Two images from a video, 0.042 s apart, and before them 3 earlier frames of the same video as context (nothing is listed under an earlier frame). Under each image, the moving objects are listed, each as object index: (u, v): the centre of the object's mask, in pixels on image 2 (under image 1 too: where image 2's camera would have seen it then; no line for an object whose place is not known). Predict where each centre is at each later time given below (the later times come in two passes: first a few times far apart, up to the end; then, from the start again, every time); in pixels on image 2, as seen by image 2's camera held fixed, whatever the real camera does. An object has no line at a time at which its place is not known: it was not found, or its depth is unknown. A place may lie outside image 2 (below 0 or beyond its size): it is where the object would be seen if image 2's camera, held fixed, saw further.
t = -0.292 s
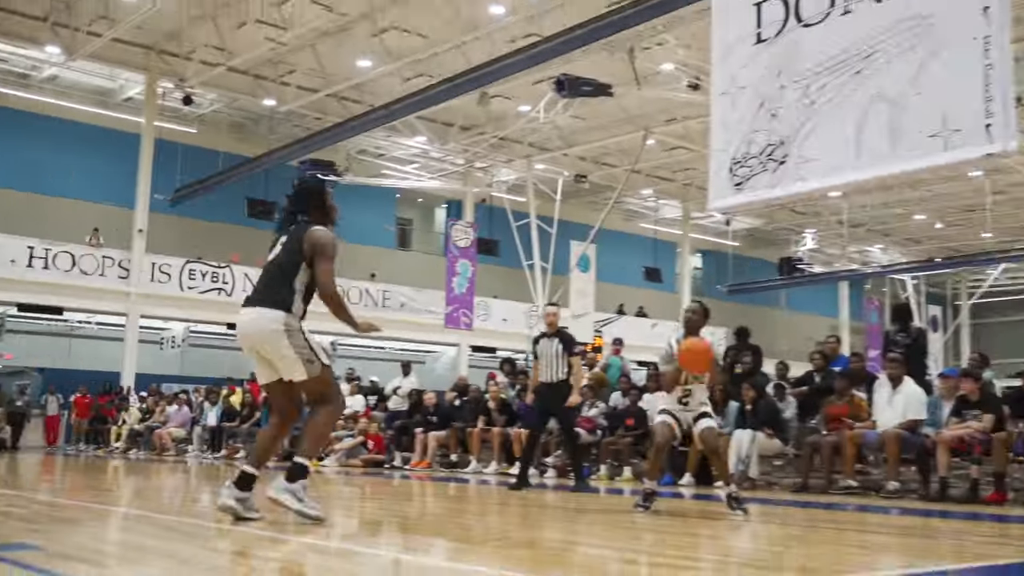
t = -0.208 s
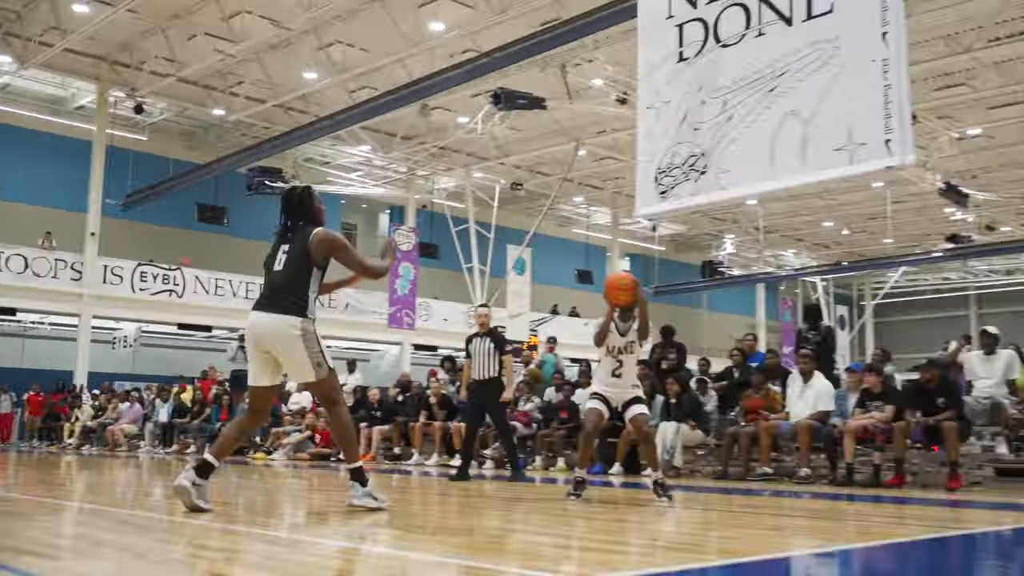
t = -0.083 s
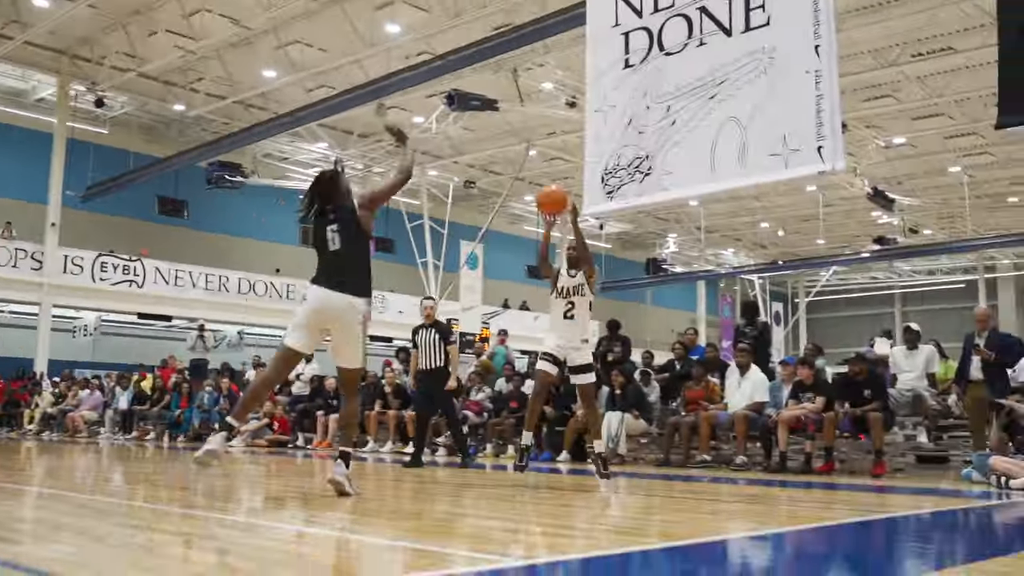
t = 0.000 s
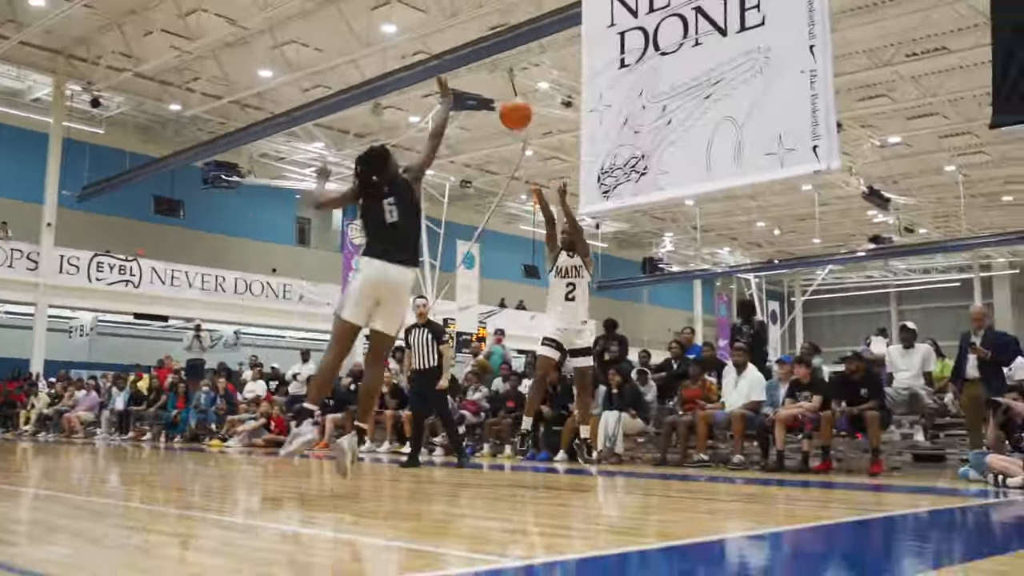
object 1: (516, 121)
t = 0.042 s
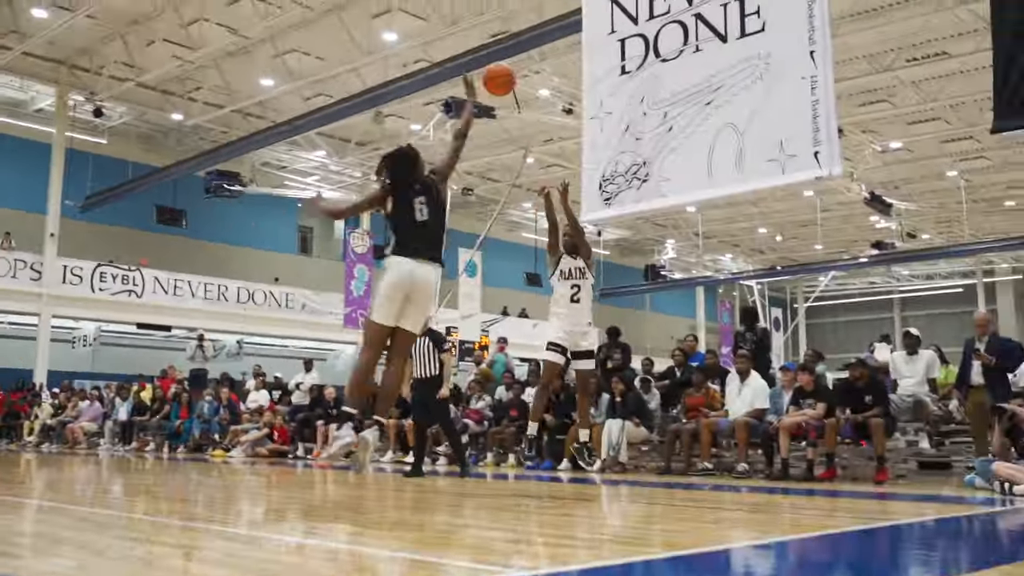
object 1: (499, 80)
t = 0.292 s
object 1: (374, -165)
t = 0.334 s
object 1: (350, -203)
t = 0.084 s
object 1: (482, 39)
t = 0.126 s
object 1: (462, -2)
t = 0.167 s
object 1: (441, -43)
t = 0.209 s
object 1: (420, -84)
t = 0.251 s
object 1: (397, -125)
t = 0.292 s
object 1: (374, -165)
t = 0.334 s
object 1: (350, -203)
